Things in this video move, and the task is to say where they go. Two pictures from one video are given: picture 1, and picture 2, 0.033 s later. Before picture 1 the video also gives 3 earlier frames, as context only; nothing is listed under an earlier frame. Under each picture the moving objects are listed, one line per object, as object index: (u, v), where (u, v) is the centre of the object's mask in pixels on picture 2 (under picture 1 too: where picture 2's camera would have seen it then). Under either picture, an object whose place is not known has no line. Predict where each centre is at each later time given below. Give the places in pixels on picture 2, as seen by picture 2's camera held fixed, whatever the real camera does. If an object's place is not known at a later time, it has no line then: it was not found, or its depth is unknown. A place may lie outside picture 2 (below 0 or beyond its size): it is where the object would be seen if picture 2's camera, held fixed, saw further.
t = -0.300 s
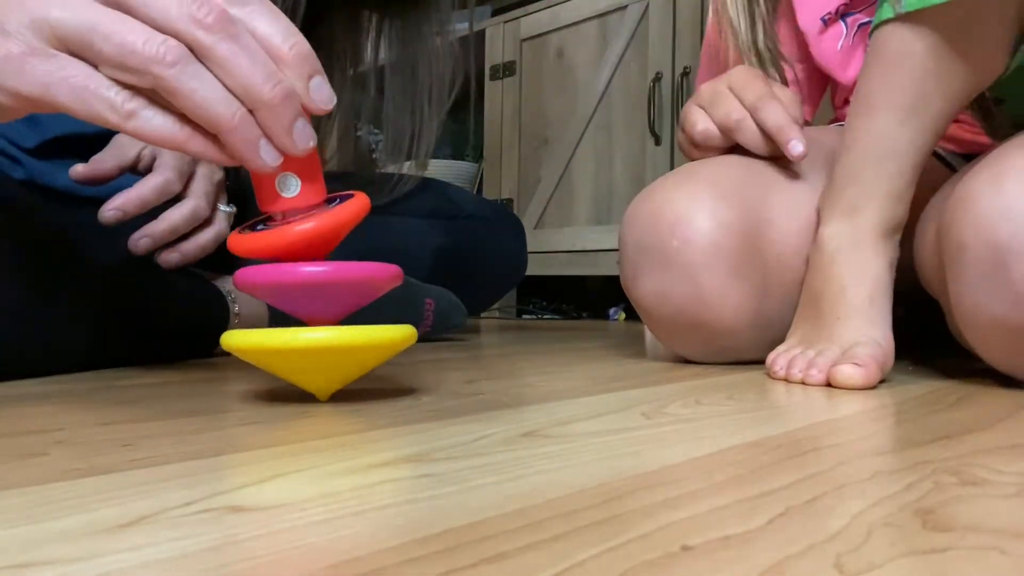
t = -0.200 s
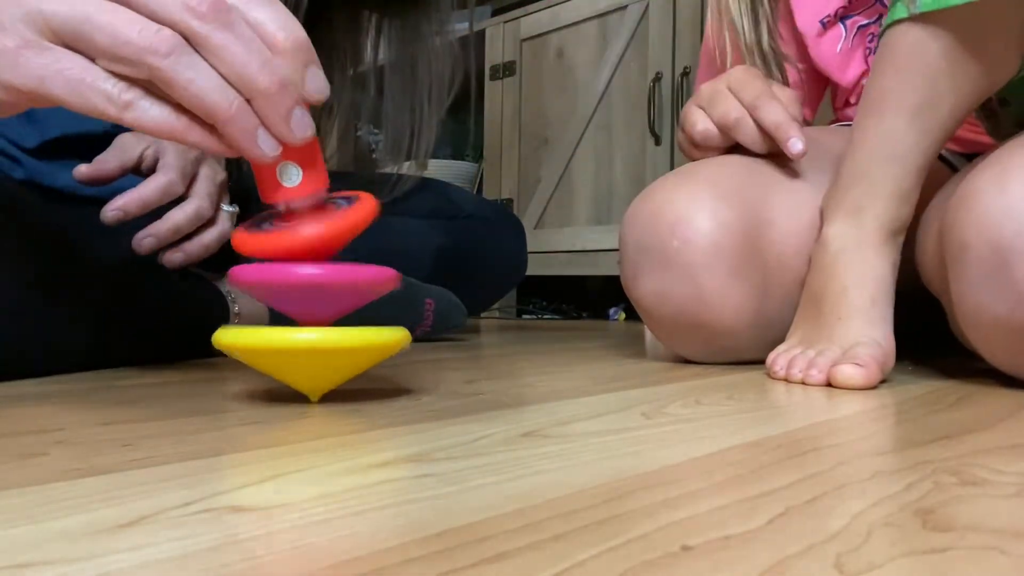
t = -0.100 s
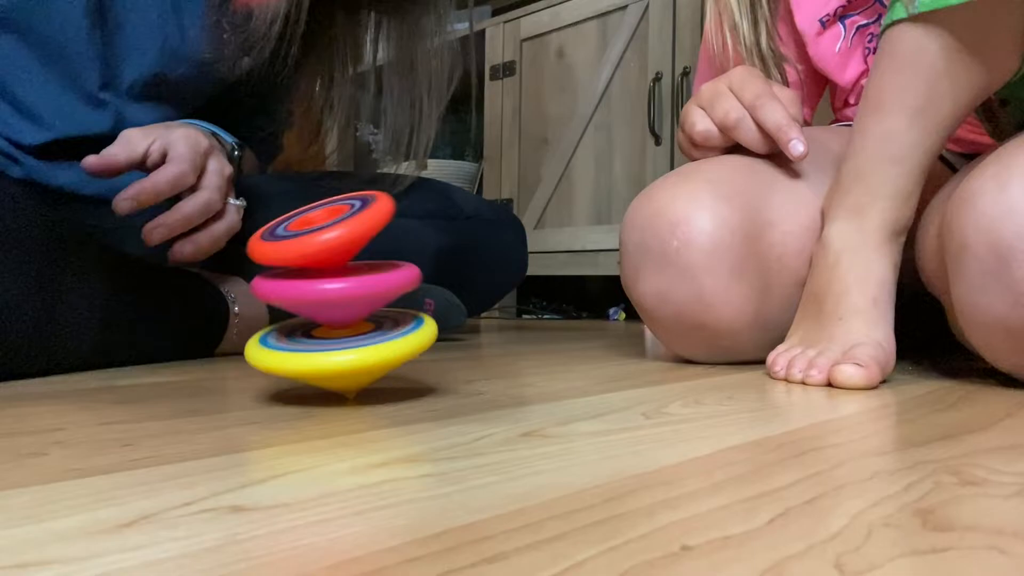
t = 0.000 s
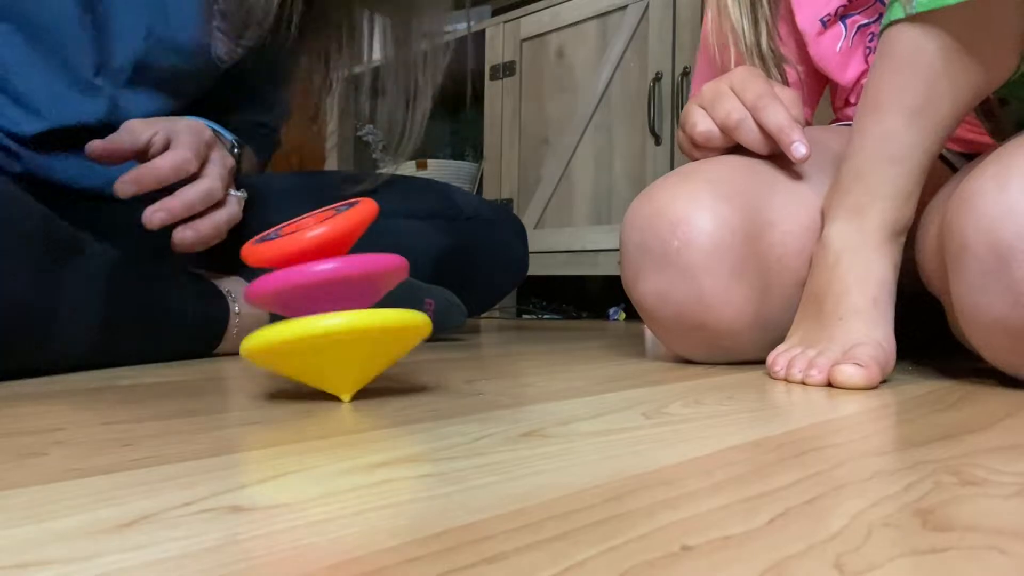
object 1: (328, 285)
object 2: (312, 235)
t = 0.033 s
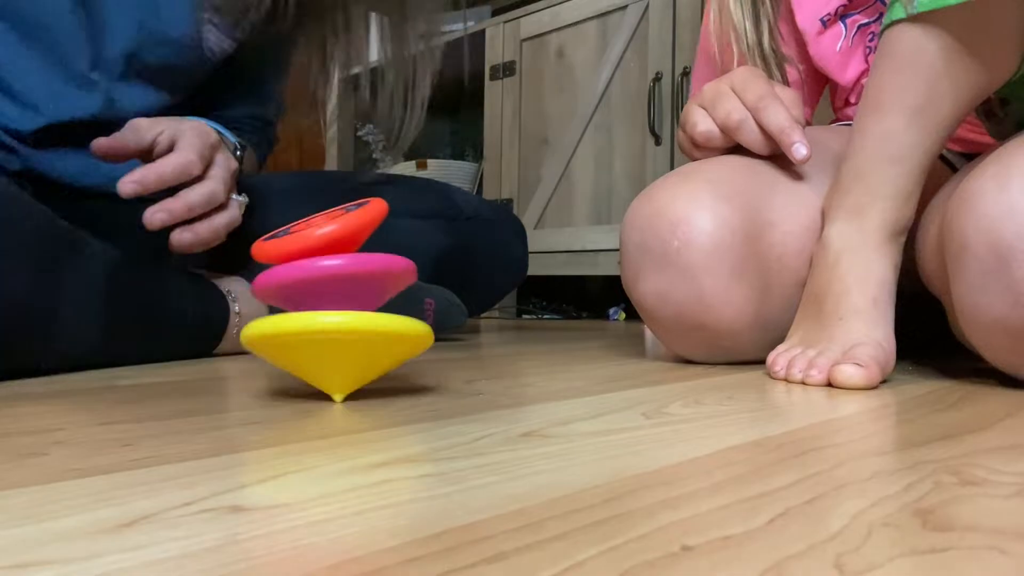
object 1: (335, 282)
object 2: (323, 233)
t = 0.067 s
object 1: (338, 283)
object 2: (328, 232)
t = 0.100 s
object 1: (338, 285)
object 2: (328, 232)
